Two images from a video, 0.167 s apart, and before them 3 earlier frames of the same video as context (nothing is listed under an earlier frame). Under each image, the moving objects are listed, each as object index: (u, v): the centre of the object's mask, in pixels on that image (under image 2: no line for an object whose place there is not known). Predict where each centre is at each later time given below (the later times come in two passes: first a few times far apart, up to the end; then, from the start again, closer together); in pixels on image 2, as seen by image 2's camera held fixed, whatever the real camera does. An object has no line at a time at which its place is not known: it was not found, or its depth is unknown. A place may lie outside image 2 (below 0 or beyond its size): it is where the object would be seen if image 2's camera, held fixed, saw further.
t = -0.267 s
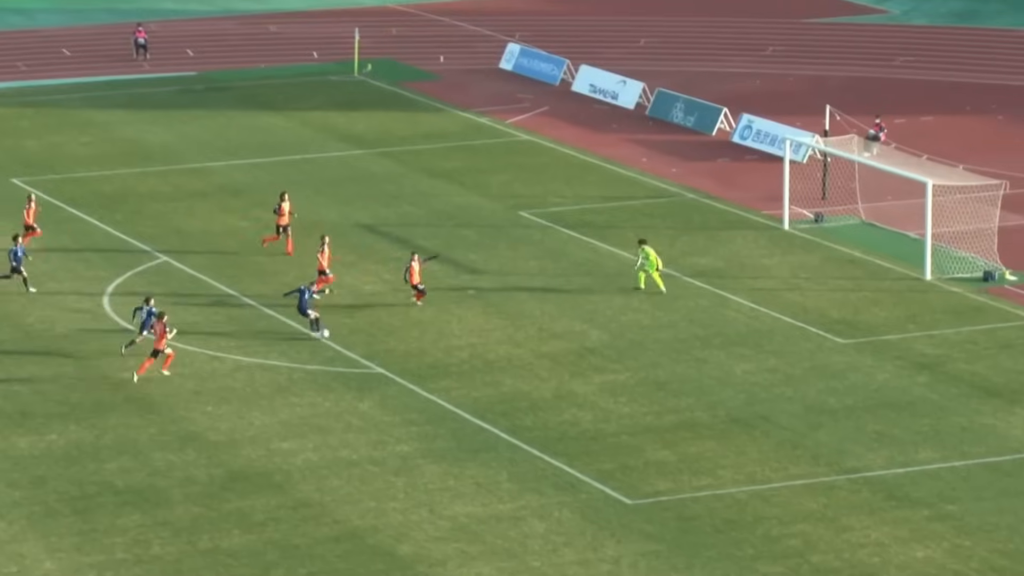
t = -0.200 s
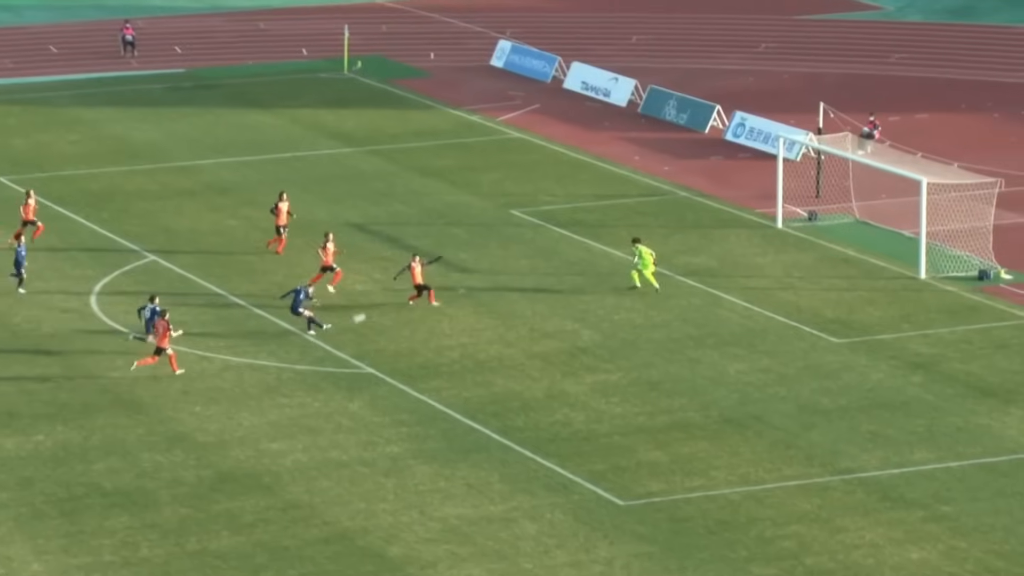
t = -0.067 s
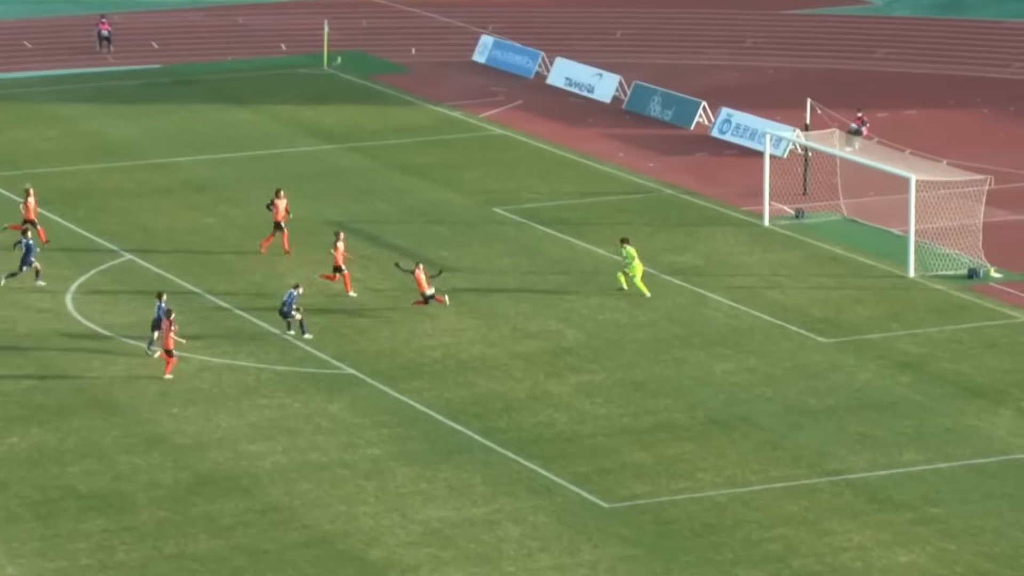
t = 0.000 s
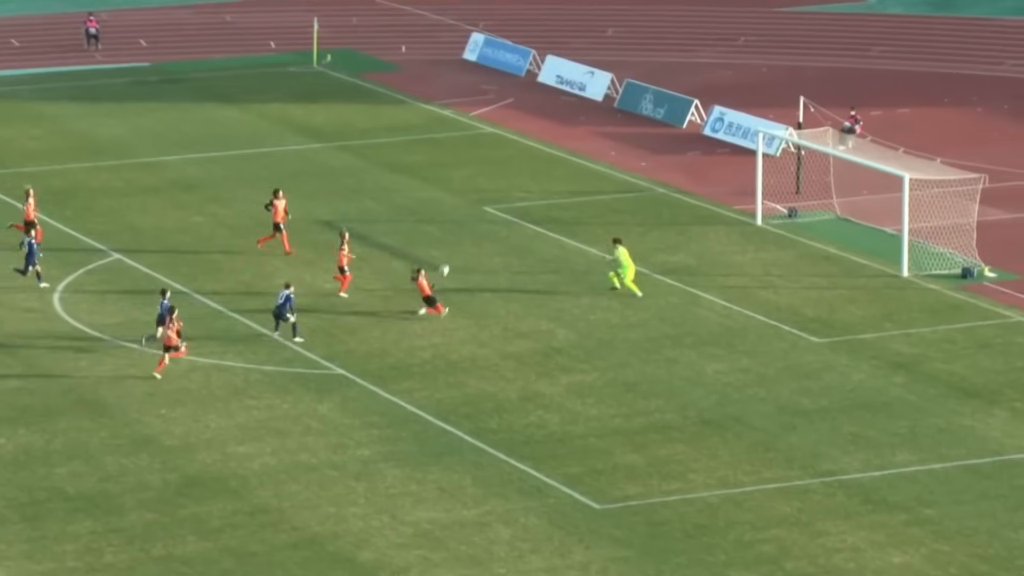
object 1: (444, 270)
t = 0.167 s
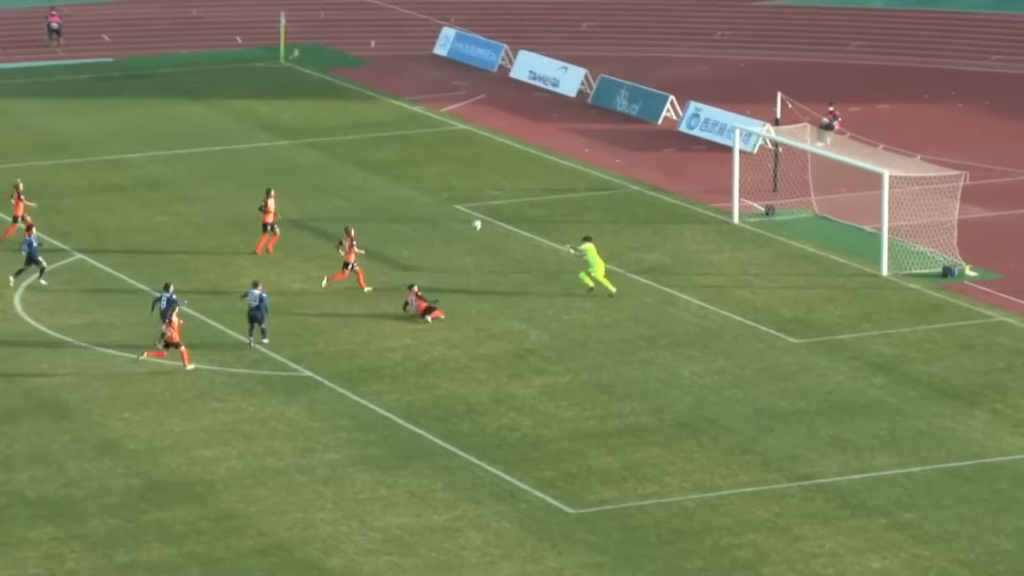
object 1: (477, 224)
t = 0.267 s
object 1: (513, 205)
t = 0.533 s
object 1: (609, 175)
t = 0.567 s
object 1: (621, 174)
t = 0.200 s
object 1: (489, 217)
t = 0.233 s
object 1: (500, 210)
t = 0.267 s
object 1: (513, 205)
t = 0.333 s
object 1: (537, 194)
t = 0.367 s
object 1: (550, 190)
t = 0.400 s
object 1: (561, 185)
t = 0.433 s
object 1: (573, 182)
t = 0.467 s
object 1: (585, 180)
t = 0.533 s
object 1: (609, 175)
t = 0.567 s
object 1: (621, 174)
